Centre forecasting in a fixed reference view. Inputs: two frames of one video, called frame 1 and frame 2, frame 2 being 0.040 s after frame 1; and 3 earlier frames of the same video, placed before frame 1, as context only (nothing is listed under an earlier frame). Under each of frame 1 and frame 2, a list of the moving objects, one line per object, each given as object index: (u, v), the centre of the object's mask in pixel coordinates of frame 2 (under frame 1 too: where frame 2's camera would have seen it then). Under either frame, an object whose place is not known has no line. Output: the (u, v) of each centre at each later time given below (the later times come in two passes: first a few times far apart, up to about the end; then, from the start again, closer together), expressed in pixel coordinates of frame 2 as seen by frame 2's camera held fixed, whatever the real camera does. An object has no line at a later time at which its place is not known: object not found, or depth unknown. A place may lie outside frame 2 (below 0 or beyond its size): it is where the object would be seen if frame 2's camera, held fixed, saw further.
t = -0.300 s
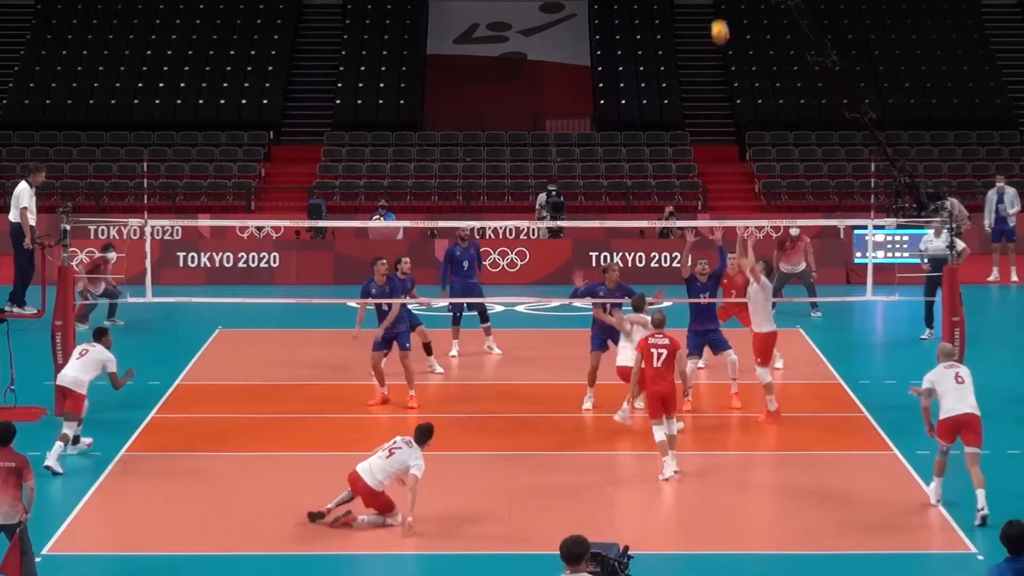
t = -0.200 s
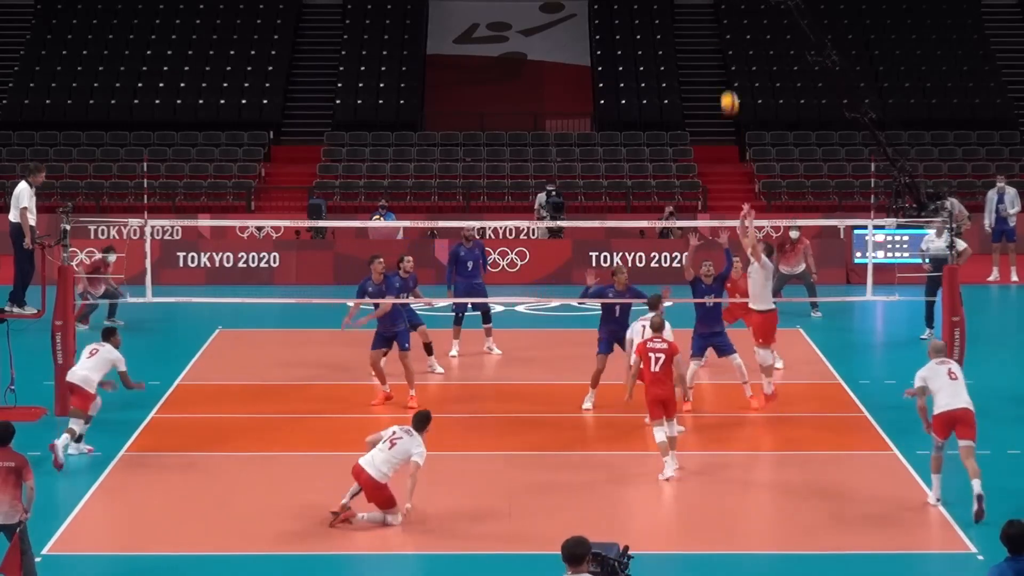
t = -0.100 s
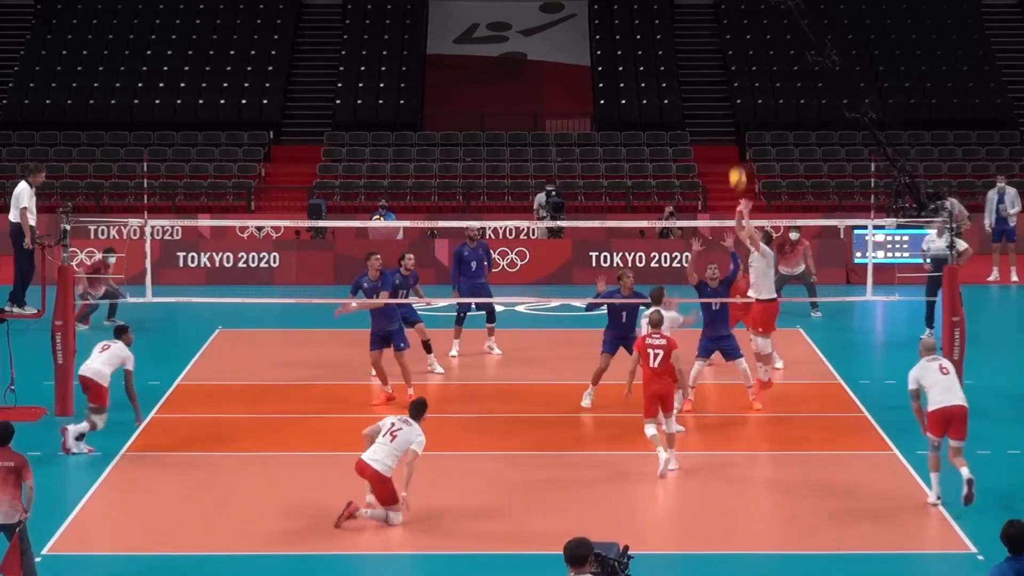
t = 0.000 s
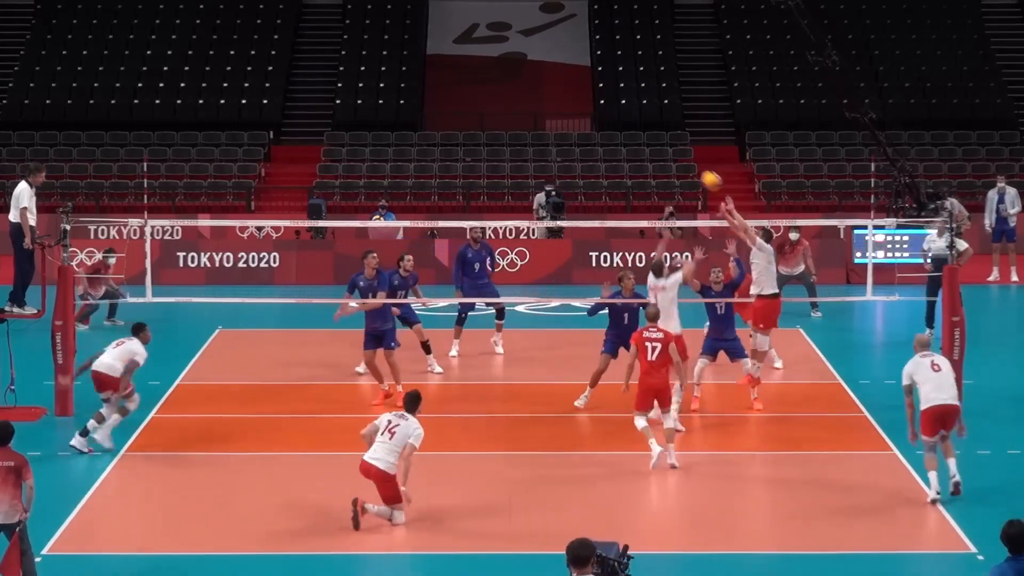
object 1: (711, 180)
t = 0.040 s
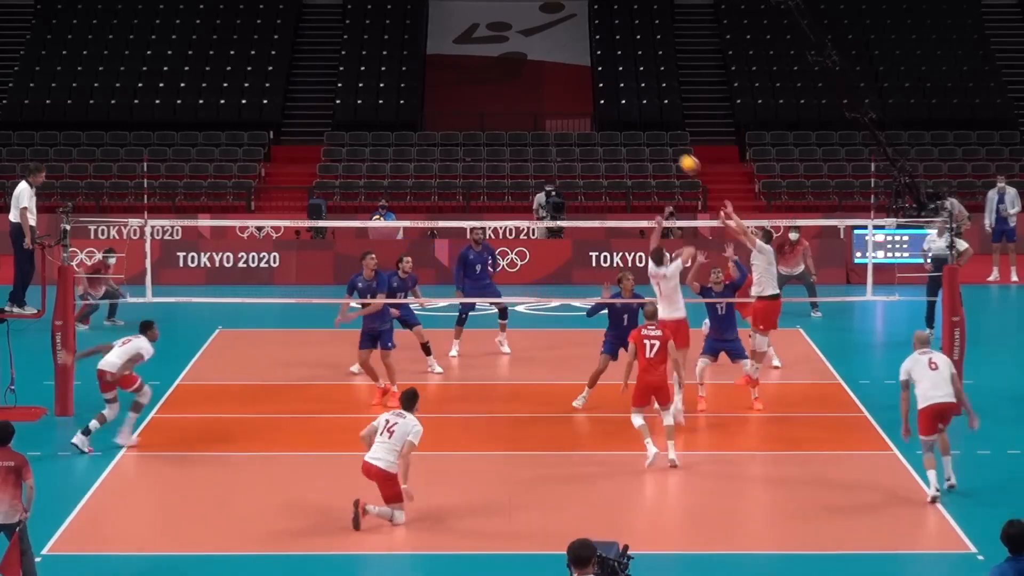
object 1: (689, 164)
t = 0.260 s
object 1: (570, 97)
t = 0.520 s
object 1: (438, 69)
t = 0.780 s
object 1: (312, 94)
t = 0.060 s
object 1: (678, 156)
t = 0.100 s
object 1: (656, 141)
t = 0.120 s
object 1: (645, 135)
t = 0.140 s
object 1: (634, 128)
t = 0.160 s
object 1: (623, 122)
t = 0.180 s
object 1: (612, 117)
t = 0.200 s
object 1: (602, 112)
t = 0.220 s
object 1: (591, 106)
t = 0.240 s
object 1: (580, 101)
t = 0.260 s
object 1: (570, 97)
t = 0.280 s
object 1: (560, 93)
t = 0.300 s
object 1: (549, 88)
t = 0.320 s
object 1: (539, 85)
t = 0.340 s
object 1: (529, 82)
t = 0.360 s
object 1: (518, 79)
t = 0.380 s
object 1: (508, 76)
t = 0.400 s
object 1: (498, 74)
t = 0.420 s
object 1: (488, 73)
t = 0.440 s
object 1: (478, 71)
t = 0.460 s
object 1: (468, 70)
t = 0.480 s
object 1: (458, 69)
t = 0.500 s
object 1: (448, 69)
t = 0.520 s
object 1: (438, 69)
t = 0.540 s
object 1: (428, 69)
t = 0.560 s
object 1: (418, 70)
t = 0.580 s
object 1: (408, 71)
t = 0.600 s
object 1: (398, 72)
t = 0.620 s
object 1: (389, 73)
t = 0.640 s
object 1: (379, 75)
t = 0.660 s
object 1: (369, 76)
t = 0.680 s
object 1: (360, 79)
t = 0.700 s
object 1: (350, 81)
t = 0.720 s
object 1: (341, 84)
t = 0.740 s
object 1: (331, 87)
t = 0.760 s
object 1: (322, 91)
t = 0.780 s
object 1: (312, 94)
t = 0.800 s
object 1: (303, 98)
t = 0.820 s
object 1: (294, 103)
